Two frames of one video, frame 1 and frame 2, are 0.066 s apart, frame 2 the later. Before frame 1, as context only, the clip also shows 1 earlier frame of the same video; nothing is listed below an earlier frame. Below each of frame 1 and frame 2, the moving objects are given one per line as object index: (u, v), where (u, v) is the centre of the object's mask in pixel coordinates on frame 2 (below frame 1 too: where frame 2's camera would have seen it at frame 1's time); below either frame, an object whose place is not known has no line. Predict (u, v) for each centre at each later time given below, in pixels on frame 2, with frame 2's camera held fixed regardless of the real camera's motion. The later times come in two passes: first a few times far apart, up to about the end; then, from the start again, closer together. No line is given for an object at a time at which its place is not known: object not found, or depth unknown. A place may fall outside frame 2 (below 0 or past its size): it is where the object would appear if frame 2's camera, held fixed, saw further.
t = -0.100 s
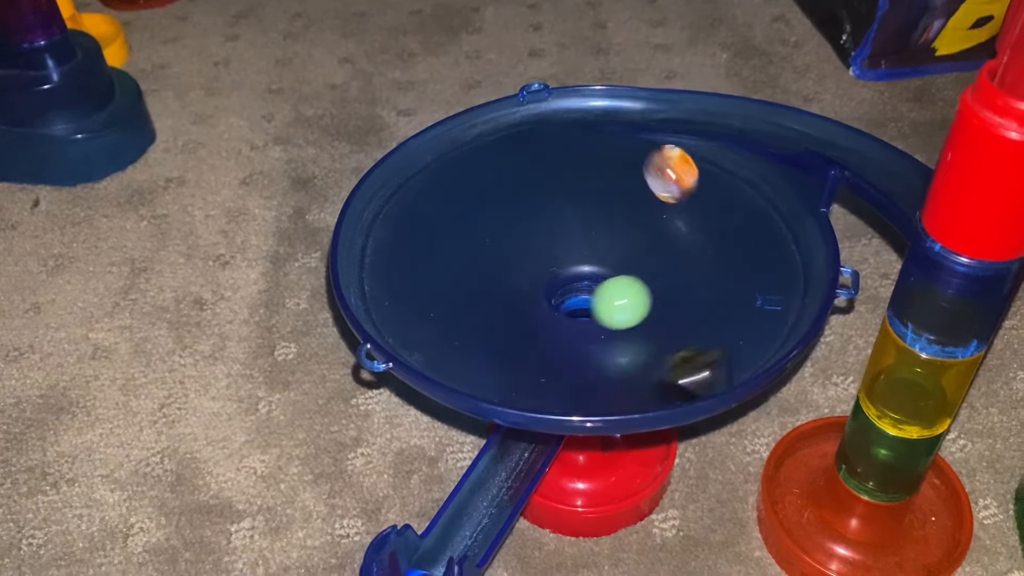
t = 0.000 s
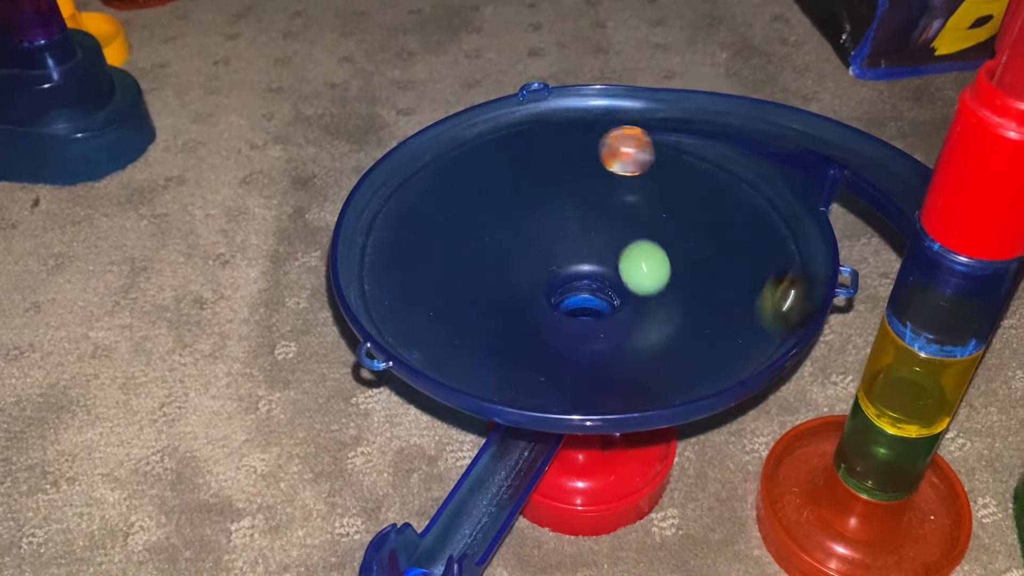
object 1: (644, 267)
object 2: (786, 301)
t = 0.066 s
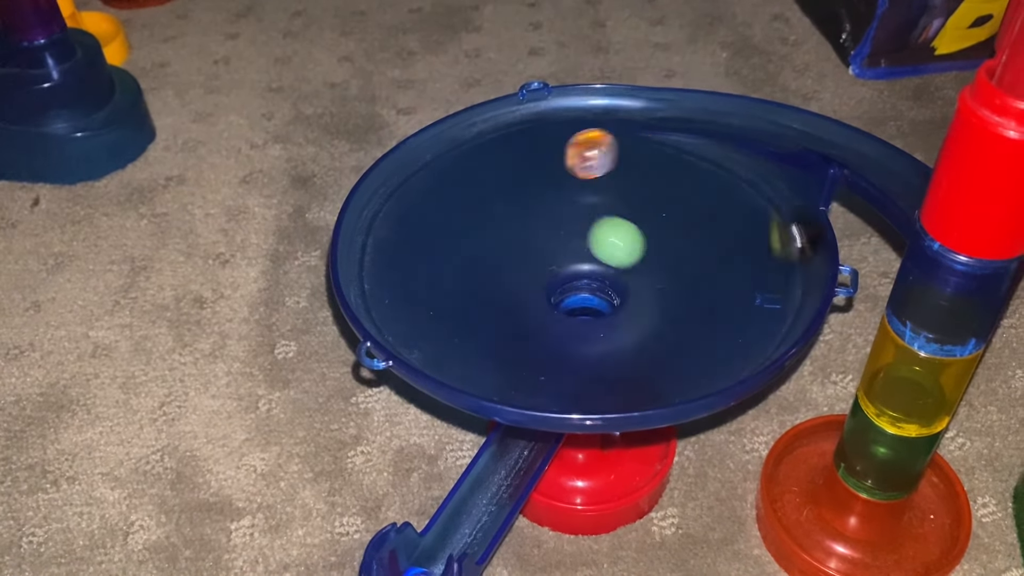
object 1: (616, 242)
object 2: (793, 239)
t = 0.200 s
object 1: (534, 248)
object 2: (694, 143)
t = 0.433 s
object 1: (648, 294)
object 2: (451, 142)
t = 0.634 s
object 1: (643, 199)
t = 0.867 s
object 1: (513, 246)
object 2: (529, 365)
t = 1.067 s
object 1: (621, 307)
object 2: (716, 268)
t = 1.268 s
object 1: (629, 212)
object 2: (660, 127)
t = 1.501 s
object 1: (509, 250)
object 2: (462, 194)
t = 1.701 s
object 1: (635, 295)
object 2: (435, 311)
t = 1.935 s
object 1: (596, 208)
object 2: (635, 325)
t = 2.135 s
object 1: (527, 283)
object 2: (671, 172)
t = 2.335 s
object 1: (656, 282)
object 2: (574, 104)
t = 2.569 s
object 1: (559, 214)
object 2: (485, 174)
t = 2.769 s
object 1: (603, 298)
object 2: (489, 300)
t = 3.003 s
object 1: (633, 240)
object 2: (686, 298)
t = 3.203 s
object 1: (515, 274)
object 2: (652, 174)
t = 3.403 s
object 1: (620, 275)
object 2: (524, 155)
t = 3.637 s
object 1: (563, 221)
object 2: (485, 269)
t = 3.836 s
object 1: (615, 300)
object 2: (672, 298)
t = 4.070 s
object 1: (575, 242)
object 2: (673, 182)
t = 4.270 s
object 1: (544, 285)
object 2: (532, 190)
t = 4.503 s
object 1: (586, 221)
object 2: (525, 310)
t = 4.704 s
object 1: (591, 293)
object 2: (675, 268)
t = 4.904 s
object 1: (593, 242)
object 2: (604, 169)
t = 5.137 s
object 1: (618, 285)
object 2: (497, 228)
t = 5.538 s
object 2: (683, 226)
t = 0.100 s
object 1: (593, 234)
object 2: (781, 208)
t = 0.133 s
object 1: (569, 231)
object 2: (756, 179)
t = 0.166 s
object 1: (547, 233)
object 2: (728, 159)
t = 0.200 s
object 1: (534, 248)
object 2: (694, 143)
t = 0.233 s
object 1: (528, 266)
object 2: (653, 130)
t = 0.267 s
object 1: (533, 283)
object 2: (614, 125)
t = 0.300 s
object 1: (546, 297)
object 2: (576, 120)
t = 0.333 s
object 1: (568, 307)
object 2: (537, 114)
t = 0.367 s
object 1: (597, 309)
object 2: (501, 113)
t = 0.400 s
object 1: (625, 304)
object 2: (474, 126)
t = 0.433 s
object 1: (648, 294)
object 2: (451, 142)
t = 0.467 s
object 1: (667, 278)
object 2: (431, 159)
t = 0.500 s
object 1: (675, 260)
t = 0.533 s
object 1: (677, 241)
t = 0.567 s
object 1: (672, 223)
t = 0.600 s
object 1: (659, 209)
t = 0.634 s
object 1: (643, 199)
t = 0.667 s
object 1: (623, 192)
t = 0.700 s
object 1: (601, 190)
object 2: (392, 309)
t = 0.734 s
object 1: (579, 192)
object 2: (409, 327)
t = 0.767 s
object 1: (557, 199)
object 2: (432, 343)
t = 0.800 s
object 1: (537, 209)
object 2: (458, 355)
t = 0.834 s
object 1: (521, 226)
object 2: (492, 363)
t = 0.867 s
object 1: (513, 246)
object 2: (529, 365)
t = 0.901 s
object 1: (513, 266)
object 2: (567, 362)
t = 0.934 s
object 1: (522, 284)
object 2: (607, 356)
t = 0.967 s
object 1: (540, 300)
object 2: (642, 342)
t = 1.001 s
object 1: (565, 309)
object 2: (672, 324)
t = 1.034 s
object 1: (594, 312)
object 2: (700, 296)
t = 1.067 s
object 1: (621, 307)
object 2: (716, 268)
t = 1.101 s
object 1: (643, 296)
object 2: (722, 237)
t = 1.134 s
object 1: (658, 280)
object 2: (721, 207)
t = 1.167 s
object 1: (663, 261)
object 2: (713, 178)
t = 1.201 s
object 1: (659, 242)
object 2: (700, 154)
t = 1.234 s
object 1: (646, 225)
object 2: (683, 132)
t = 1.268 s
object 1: (629, 212)
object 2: (660, 127)
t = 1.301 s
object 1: (607, 204)
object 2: (629, 129)
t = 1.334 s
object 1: (584, 201)
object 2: (602, 131)
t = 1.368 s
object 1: (562, 202)
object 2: (570, 140)
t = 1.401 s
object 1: (541, 209)
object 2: (537, 150)
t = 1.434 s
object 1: (525, 219)
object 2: (514, 161)
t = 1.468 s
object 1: (513, 233)
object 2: (488, 176)
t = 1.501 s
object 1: (509, 250)
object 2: (462, 194)
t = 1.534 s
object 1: (514, 268)
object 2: (442, 214)
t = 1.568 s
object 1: (528, 285)
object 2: (430, 233)
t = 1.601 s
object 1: (550, 299)
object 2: (422, 251)
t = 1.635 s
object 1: (579, 306)
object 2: (420, 273)
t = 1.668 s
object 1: (609, 304)
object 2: (425, 294)
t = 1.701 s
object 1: (635, 295)
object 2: (435, 311)
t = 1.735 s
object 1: (653, 279)
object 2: (453, 325)
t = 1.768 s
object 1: (662, 261)
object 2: (476, 336)
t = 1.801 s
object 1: (661, 243)
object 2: (507, 346)
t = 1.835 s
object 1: (653, 228)
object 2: (537, 352)
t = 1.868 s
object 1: (638, 217)
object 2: (569, 350)
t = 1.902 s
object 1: (618, 210)
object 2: (601, 341)
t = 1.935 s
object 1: (596, 208)
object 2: (635, 325)
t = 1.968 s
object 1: (573, 212)
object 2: (664, 308)
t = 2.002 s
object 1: (552, 220)
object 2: (682, 282)
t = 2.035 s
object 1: (535, 232)
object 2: (690, 250)
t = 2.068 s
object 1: (524, 248)
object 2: (690, 222)
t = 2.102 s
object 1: (521, 266)
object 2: (682, 193)
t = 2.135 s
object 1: (527, 283)
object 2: (671, 172)
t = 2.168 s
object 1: (544, 298)
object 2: (654, 150)
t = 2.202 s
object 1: (567, 308)
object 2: (641, 135)
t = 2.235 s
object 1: (594, 311)
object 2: (624, 123)
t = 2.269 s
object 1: (621, 307)
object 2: (609, 114)
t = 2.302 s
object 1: (642, 297)
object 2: (592, 109)
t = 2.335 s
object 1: (656, 282)
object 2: (574, 104)
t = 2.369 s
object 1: (662, 265)
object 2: (556, 103)
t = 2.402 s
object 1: (658, 248)
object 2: (542, 107)
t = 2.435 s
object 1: (647, 233)
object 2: (529, 115)
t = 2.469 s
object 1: (628, 221)
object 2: (516, 126)
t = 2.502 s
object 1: (606, 213)
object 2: (504, 137)
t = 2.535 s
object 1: (582, 211)
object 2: (493, 154)
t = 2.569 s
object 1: (559, 214)
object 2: (485, 174)
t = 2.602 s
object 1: (539, 221)
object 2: (481, 193)
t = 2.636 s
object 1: (527, 234)
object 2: (477, 216)
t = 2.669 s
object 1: (534, 255)
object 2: (468, 237)
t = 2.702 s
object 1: (547, 278)
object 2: (466, 262)
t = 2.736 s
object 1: (572, 294)
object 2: (471, 281)
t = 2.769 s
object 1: (603, 298)
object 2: (489, 300)
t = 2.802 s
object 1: (630, 295)
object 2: (512, 318)
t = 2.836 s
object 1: (652, 286)
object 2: (546, 330)
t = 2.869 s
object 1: (665, 276)
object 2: (574, 337)
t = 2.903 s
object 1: (669, 265)
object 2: (605, 336)
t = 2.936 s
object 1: (665, 254)
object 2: (637, 328)
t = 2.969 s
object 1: (653, 246)
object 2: (667, 312)
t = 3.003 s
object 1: (633, 240)
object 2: (686, 298)
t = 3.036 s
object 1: (608, 238)
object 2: (700, 276)
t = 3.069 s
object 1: (579, 239)
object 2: (704, 253)
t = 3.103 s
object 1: (552, 245)
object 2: (698, 229)
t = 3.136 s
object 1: (531, 253)
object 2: (686, 209)
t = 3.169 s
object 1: (519, 263)
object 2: (671, 191)
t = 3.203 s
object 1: (515, 274)
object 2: (652, 174)
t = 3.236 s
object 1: (520, 284)
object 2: (632, 161)
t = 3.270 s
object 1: (533, 293)
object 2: (608, 151)
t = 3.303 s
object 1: (552, 299)
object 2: (585, 149)
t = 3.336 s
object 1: (577, 300)
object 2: (564, 149)
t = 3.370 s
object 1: (603, 293)
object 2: (542, 150)
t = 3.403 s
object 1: (620, 275)
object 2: (524, 155)
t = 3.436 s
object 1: (625, 252)
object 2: (504, 163)
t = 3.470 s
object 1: (621, 232)
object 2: (486, 175)
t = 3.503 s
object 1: (612, 218)
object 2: (477, 191)
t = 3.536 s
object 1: (601, 210)
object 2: (471, 207)
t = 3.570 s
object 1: (588, 208)
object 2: (468, 225)
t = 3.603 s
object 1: (575, 212)
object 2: (472, 245)
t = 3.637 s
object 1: (563, 221)
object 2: (485, 269)
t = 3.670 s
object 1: (553, 236)
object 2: (504, 289)
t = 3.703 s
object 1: (549, 255)
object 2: (532, 305)
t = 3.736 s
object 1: (552, 275)
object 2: (571, 315)
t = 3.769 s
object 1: (569, 294)
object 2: (617, 315)
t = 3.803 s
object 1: (592, 301)
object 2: (648, 310)
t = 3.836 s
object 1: (615, 300)
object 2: (672, 298)
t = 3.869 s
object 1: (632, 296)
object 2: (698, 277)
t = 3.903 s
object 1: (643, 287)
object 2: (711, 256)
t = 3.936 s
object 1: (646, 276)
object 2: (715, 239)
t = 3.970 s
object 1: (639, 265)
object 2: (713, 222)
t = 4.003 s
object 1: (623, 255)
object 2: (706, 207)
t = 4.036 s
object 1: (600, 246)
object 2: (692, 193)
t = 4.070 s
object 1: (575, 242)
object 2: (673, 182)
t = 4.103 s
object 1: (552, 242)
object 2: (651, 174)
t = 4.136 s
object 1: (534, 246)
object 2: (629, 171)
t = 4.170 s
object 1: (525, 253)
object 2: (606, 171)
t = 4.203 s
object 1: (522, 263)
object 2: (583, 172)
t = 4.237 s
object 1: (529, 274)
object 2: (557, 180)
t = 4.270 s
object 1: (544, 285)
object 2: (532, 190)
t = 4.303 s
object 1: (566, 292)
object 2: (513, 206)
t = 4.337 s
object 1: (594, 293)
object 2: (498, 221)
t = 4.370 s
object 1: (613, 275)
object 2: (488, 240)
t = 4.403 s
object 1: (614, 254)
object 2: (486, 259)
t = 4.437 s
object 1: (608, 236)
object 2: (492, 282)
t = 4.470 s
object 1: (598, 225)
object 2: (504, 298)
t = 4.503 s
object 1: (586, 221)
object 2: (525, 310)
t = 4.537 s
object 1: (574, 222)
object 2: (554, 318)
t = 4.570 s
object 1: (564, 229)
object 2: (587, 321)
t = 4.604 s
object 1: (557, 243)
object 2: (620, 318)
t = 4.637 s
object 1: (556, 262)
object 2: (645, 308)
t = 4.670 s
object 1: (565, 284)
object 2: (665, 291)
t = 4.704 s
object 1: (591, 293)
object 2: (675, 268)
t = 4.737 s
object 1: (616, 281)
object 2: (679, 246)
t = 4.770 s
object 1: (627, 266)
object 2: (674, 226)
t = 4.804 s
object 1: (628, 254)
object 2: (662, 207)
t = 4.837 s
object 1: (622, 245)
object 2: (646, 193)
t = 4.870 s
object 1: (609, 241)
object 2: (628, 179)
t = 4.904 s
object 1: (593, 242)
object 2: (604, 169)
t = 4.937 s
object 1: (575, 249)
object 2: (585, 169)
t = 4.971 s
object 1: (561, 262)
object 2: (564, 169)
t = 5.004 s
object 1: (557, 278)
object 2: (546, 174)
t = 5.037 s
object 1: (568, 291)
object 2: (529, 181)
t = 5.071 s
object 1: (586, 296)
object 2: (514, 192)
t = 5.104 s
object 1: (605, 293)
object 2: (503, 209)
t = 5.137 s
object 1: (618, 285)
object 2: (497, 228)
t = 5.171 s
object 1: (621, 273)
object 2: (497, 246)
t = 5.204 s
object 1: (614, 260)
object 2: (506, 269)
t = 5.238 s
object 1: (598, 252)
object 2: (530, 289)
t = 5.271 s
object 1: (579, 248)
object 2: (559, 310)
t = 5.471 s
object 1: (593, 292)
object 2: (694, 259)
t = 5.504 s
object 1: (604, 277)
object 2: (693, 242)
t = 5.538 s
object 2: (683, 226)
